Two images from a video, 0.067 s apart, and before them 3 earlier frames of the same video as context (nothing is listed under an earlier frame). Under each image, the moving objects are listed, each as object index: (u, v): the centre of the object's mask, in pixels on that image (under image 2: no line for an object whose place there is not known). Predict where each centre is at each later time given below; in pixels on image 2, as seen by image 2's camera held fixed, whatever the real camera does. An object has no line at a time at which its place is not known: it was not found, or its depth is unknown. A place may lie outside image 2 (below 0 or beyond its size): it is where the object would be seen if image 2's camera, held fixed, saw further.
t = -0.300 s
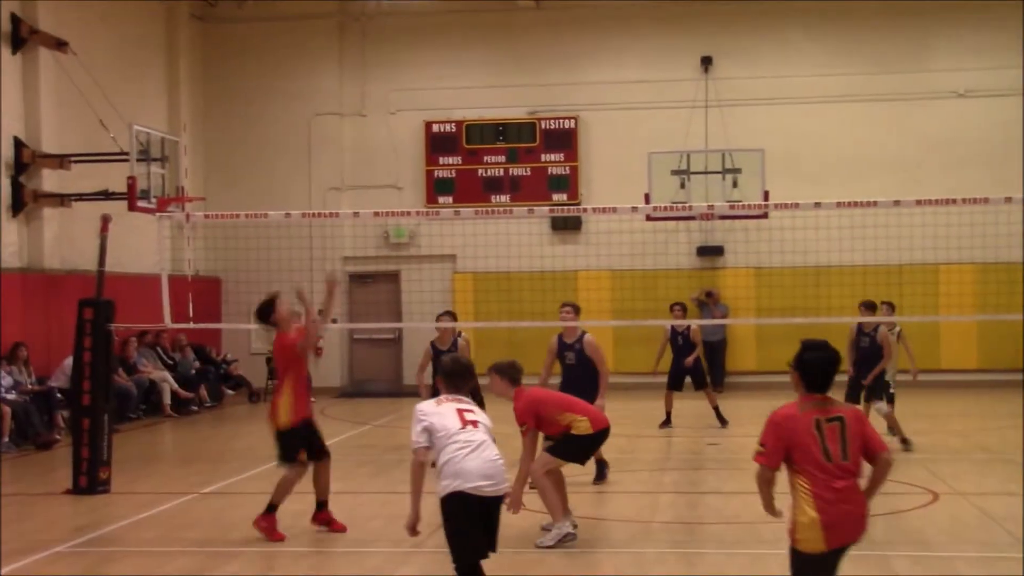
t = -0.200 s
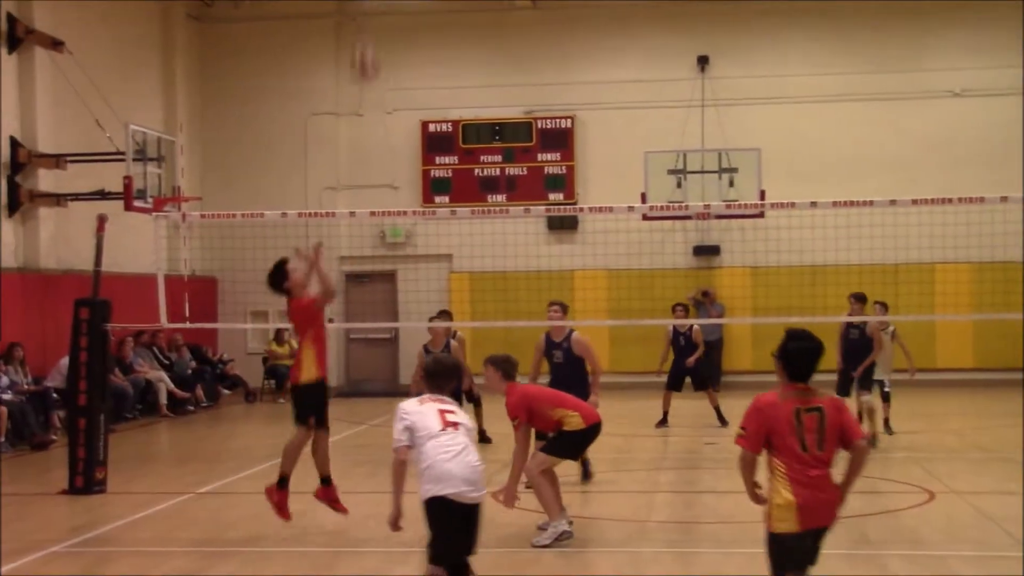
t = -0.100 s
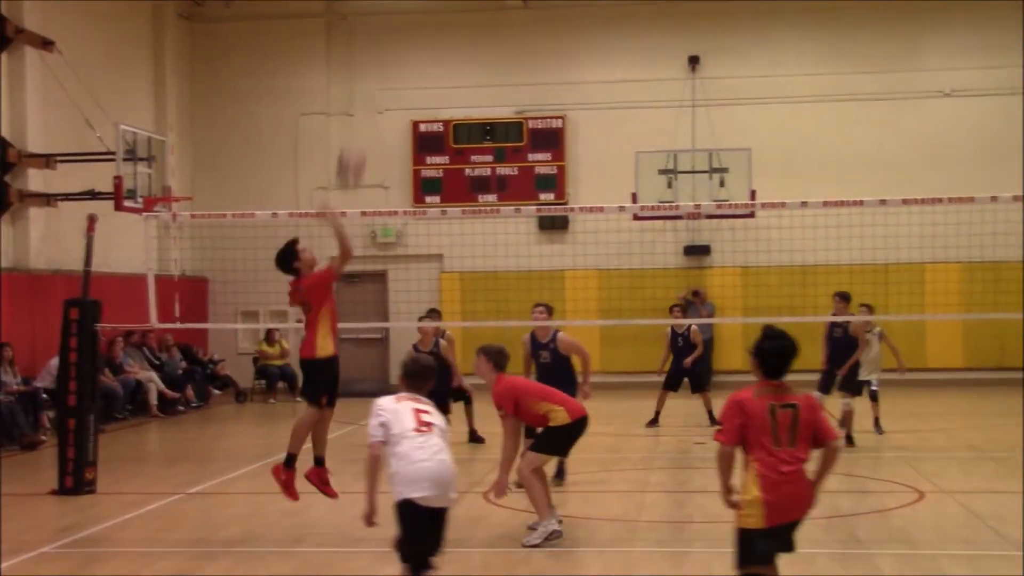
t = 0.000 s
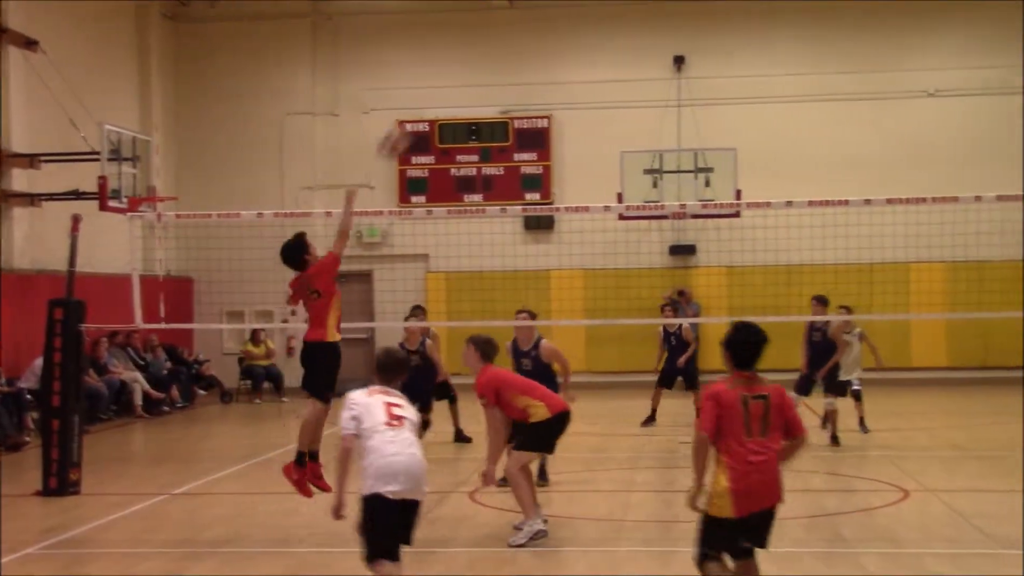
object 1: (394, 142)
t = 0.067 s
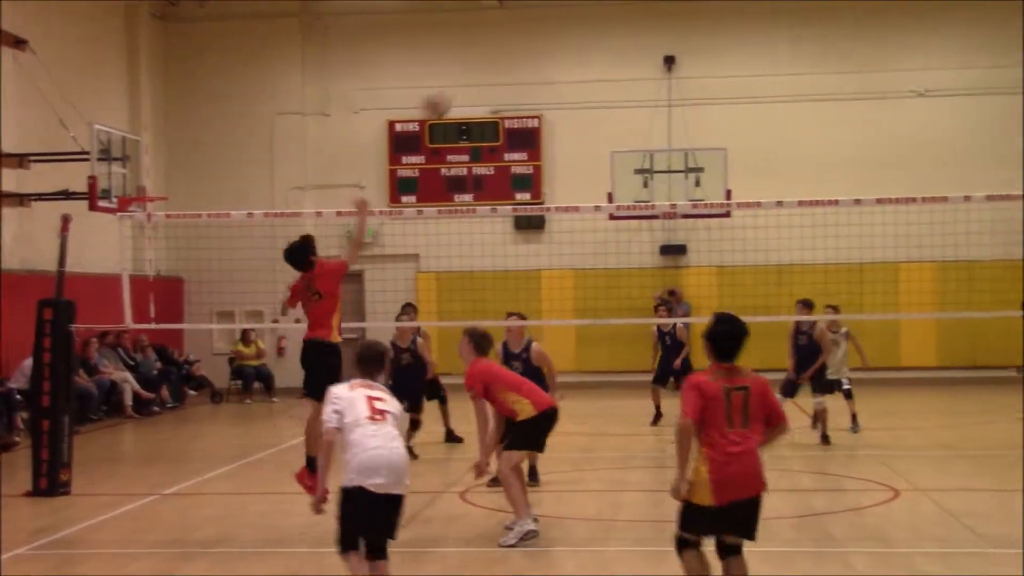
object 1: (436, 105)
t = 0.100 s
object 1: (458, 92)
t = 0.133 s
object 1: (482, 79)
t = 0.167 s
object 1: (504, 66)
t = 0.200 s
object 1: (526, 56)
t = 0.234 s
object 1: (552, 47)
